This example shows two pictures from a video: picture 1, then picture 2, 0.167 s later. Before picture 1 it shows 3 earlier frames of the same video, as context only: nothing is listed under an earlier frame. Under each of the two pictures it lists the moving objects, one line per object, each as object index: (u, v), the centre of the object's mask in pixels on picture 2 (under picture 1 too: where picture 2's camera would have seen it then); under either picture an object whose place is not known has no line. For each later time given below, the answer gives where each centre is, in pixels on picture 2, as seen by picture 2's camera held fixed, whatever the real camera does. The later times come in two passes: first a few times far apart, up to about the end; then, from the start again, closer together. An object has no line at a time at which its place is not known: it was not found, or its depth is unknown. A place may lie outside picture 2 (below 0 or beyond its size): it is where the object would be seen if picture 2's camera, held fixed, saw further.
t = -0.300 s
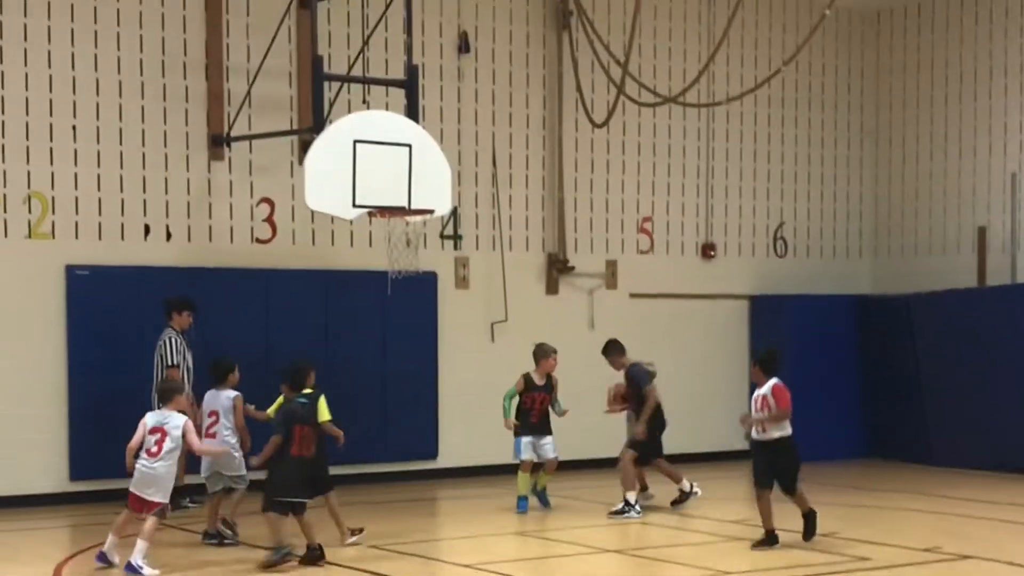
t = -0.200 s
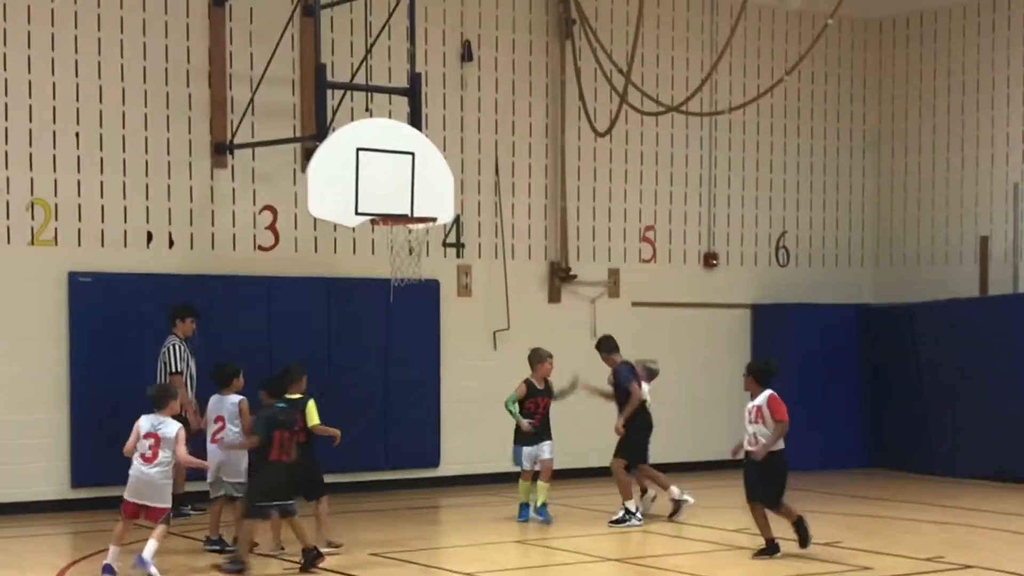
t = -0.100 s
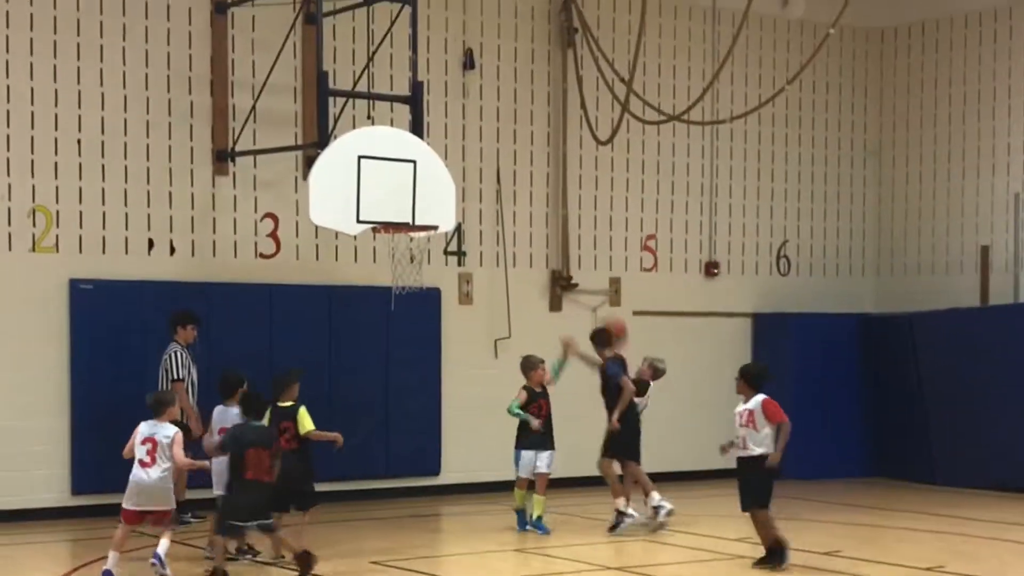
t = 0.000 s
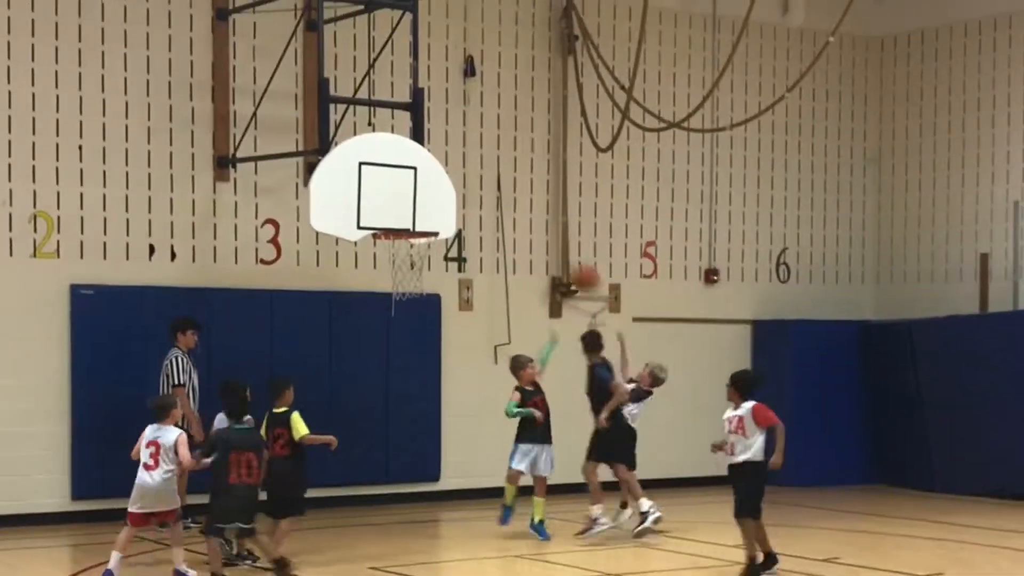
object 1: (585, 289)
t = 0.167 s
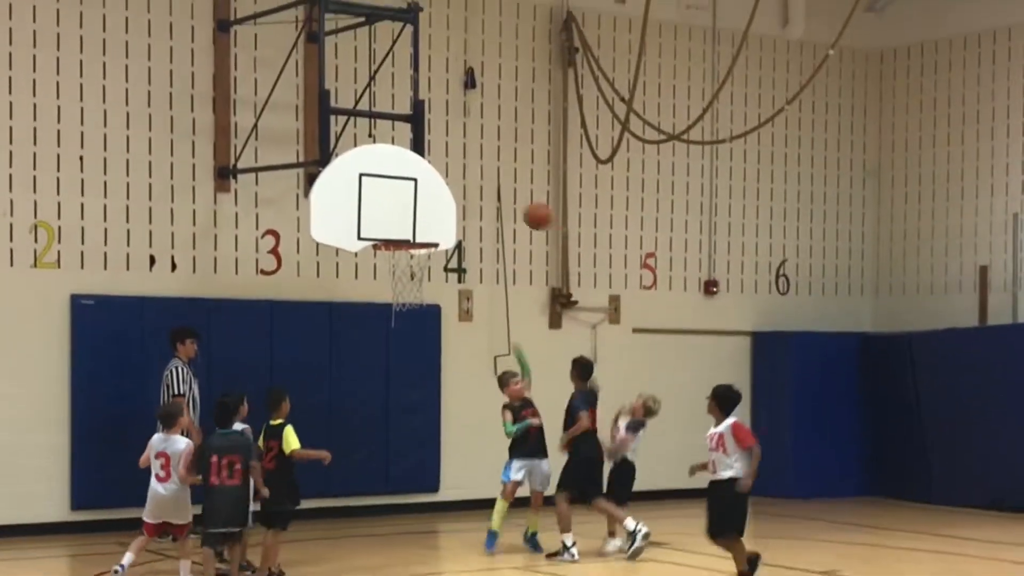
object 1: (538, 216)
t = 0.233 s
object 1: (518, 196)
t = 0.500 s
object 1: (443, 166)
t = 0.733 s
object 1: (415, 199)
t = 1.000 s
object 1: (405, 297)
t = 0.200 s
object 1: (529, 205)
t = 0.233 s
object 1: (518, 196)
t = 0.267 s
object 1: (509, 187)
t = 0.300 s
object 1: (500, 180)
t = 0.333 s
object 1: (490, 174)
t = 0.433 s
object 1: (461, 165)
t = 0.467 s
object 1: (452, 165)
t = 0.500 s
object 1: (443, 166)
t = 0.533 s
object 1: (433, 169)
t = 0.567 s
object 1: (424, 172)
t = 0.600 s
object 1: (422, 175)
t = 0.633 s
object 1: (420, 179)
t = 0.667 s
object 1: (419, 184)
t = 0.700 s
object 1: (417, 191)
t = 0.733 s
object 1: (415, 199)
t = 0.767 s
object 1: (413, 208)
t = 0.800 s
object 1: (412, 219)
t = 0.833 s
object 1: (410, 232)
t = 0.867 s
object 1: (408, 246)
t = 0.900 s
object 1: (406, 259)
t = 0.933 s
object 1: (404, 275)
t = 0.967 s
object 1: (405, 287)
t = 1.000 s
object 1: (405, 297)
